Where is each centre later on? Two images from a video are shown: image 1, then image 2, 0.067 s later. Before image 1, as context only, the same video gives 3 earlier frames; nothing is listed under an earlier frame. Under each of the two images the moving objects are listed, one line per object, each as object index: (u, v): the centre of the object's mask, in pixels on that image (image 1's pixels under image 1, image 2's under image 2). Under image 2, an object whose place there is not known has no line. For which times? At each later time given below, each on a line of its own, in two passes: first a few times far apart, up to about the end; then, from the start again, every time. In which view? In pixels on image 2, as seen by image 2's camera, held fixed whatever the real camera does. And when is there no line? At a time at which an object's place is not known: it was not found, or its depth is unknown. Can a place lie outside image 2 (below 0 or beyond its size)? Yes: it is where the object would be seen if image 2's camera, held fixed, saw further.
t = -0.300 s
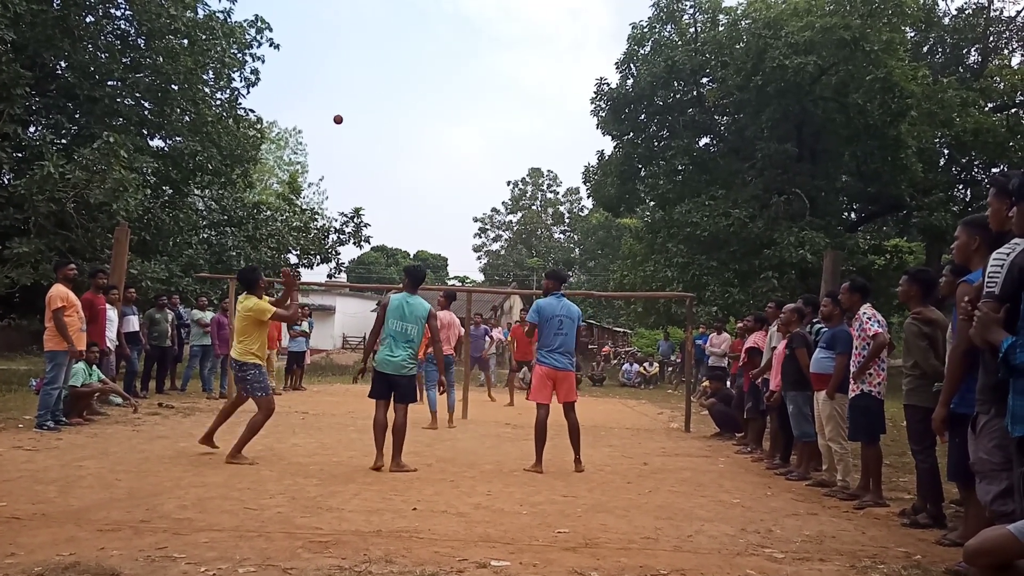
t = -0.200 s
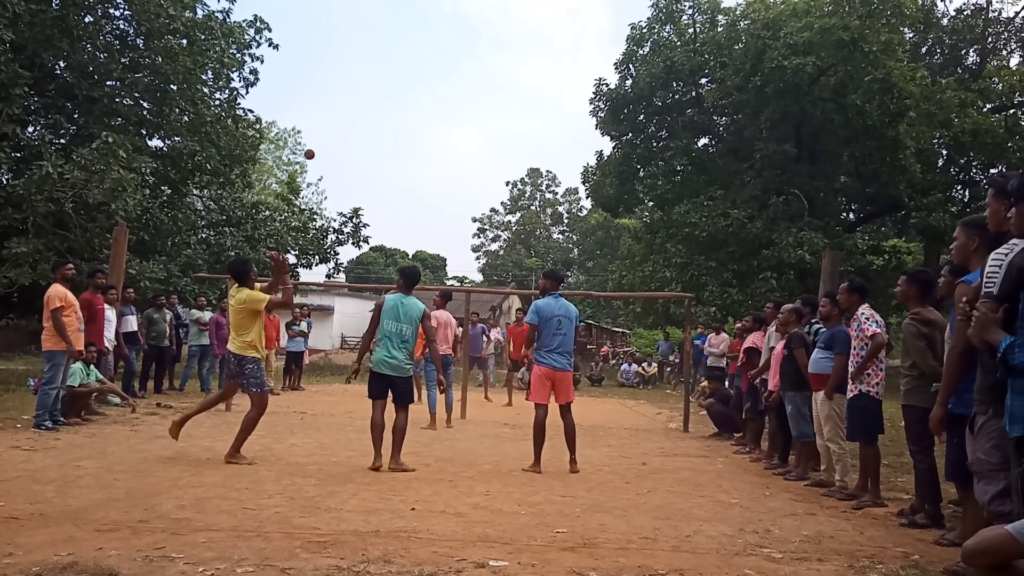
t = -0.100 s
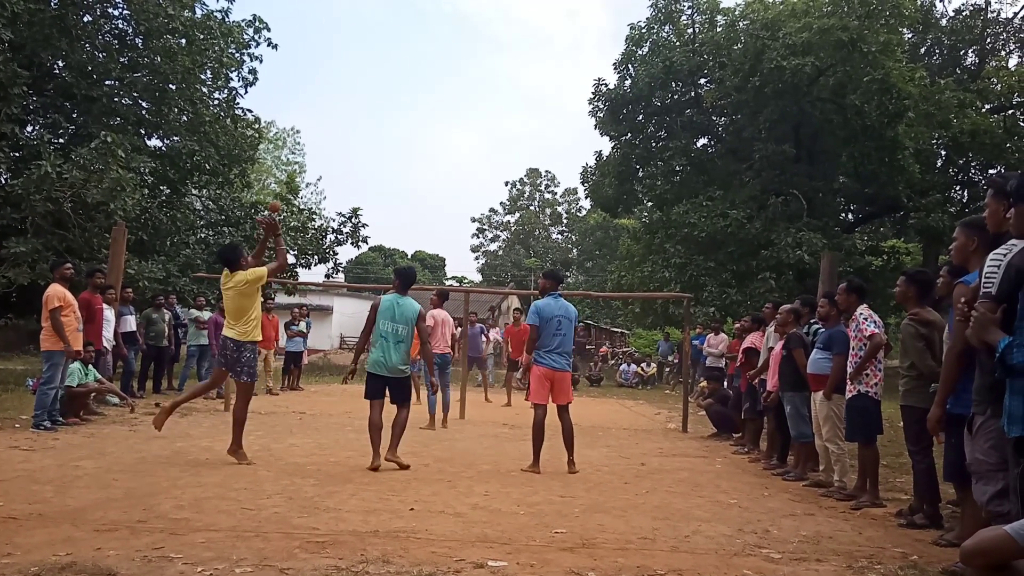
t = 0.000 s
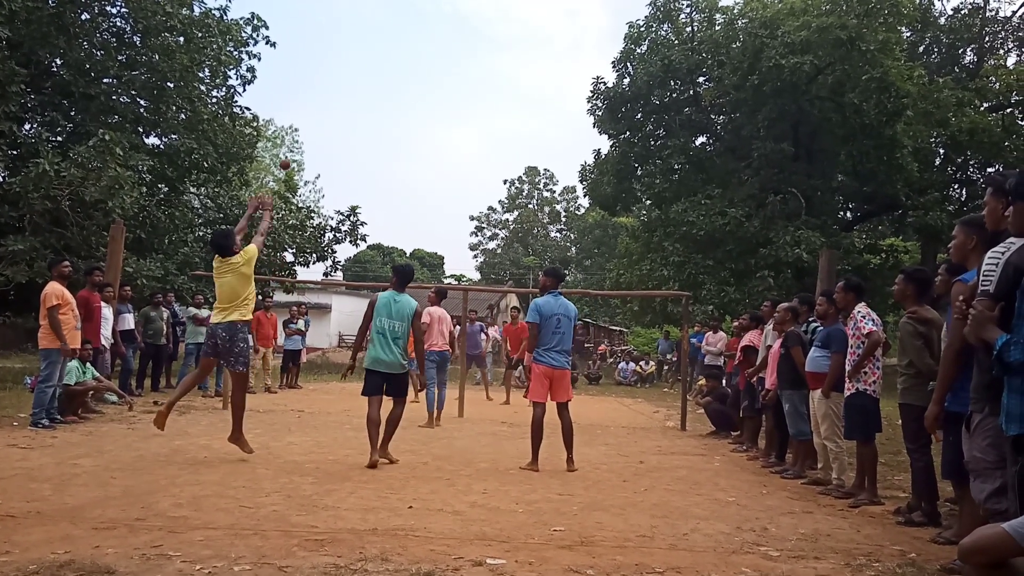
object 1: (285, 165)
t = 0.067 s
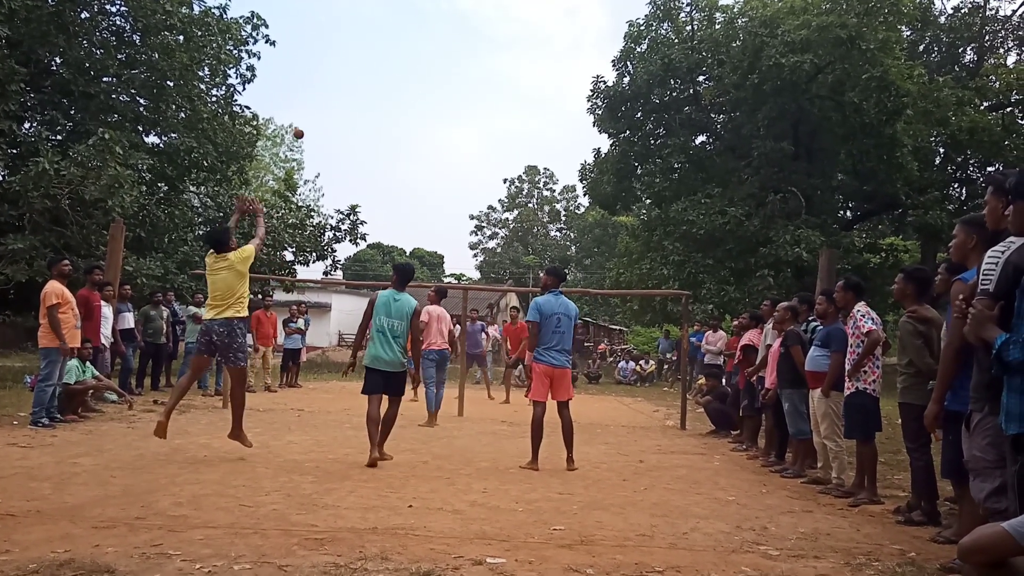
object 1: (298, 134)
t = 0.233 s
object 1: (326, 90)
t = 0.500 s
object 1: (355, 81)
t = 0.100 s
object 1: (305, 122)
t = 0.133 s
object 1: (311, 112)
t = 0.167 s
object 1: (316, 104)
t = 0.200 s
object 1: (321, 96)
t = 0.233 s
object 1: (326, 90)
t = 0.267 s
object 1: (330, 85)
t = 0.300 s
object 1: (334, 82)
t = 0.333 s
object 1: (339, 80)
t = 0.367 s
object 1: (342, 78)
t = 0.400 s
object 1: (346, 78)
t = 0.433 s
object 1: (349, 78)
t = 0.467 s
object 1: (352, 79)
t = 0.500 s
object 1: (355, 81)
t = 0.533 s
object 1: (358, 84)
